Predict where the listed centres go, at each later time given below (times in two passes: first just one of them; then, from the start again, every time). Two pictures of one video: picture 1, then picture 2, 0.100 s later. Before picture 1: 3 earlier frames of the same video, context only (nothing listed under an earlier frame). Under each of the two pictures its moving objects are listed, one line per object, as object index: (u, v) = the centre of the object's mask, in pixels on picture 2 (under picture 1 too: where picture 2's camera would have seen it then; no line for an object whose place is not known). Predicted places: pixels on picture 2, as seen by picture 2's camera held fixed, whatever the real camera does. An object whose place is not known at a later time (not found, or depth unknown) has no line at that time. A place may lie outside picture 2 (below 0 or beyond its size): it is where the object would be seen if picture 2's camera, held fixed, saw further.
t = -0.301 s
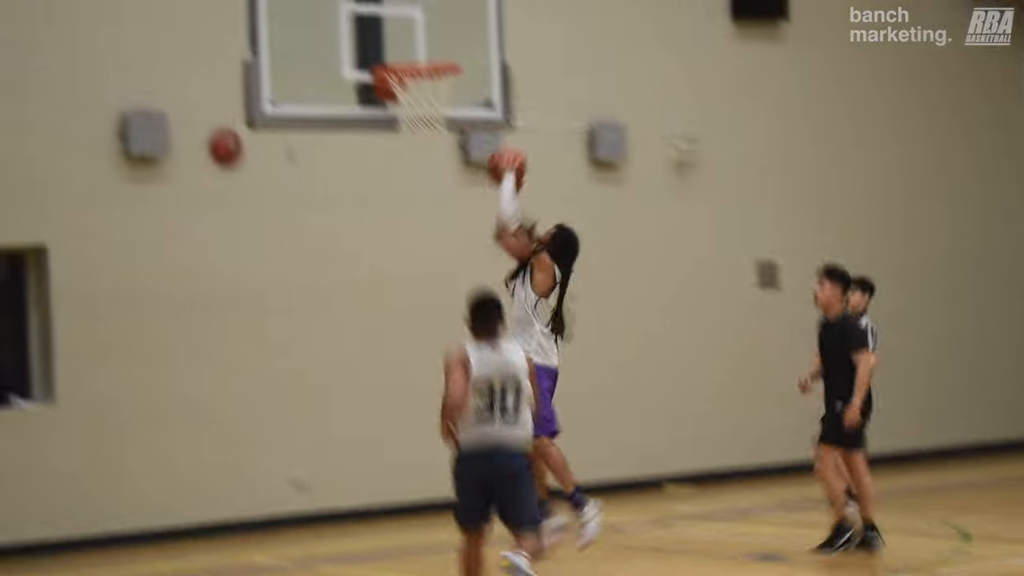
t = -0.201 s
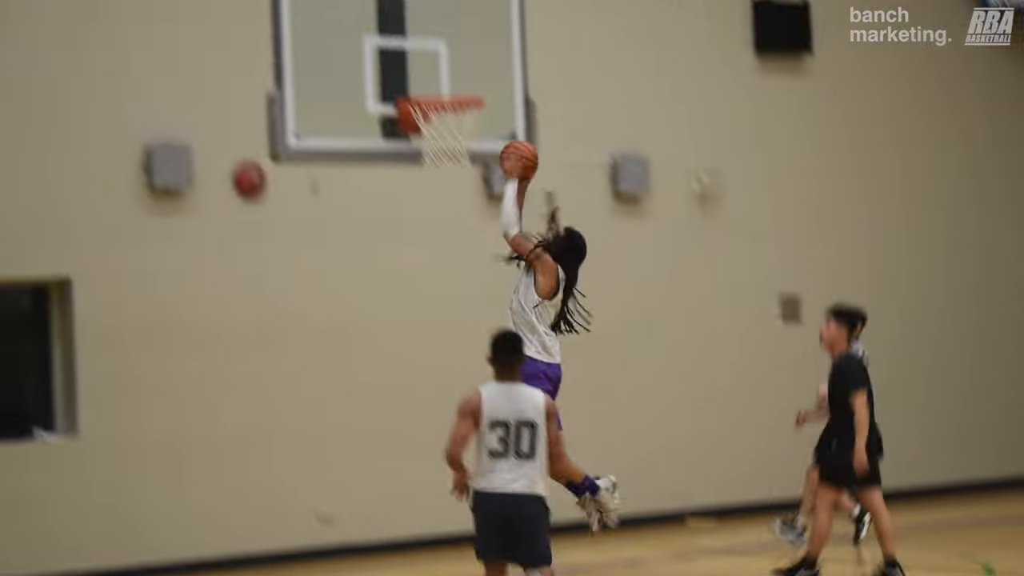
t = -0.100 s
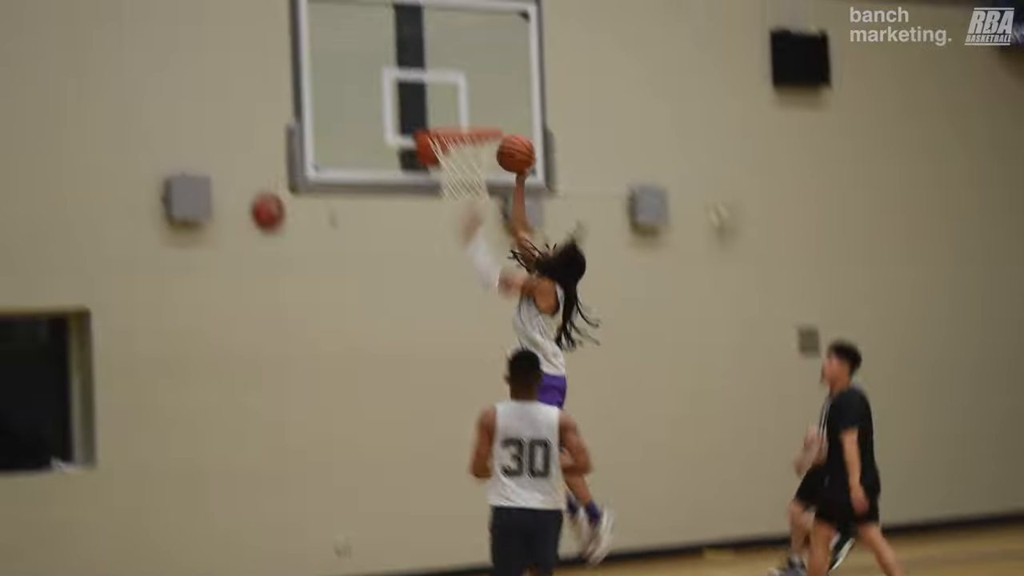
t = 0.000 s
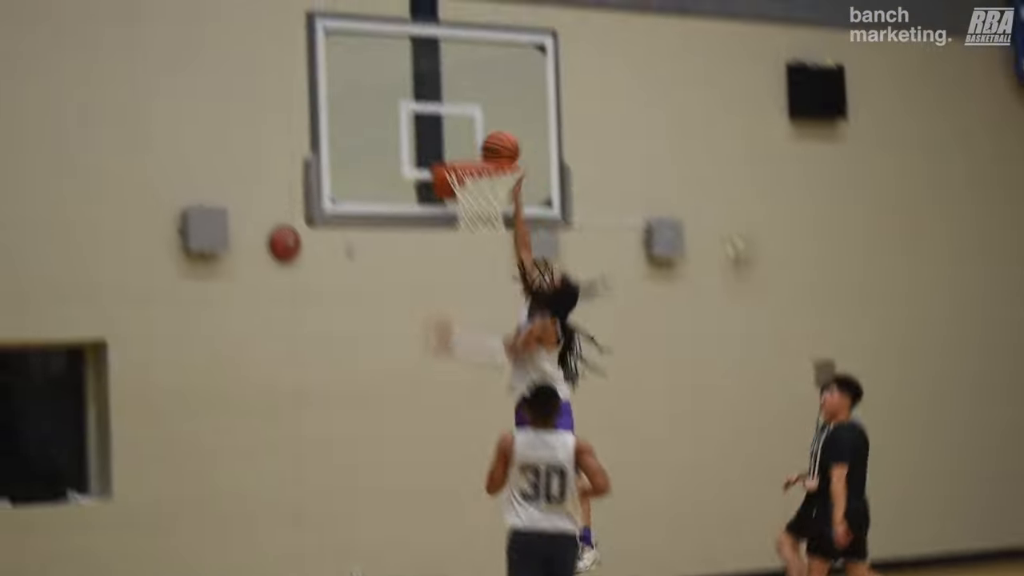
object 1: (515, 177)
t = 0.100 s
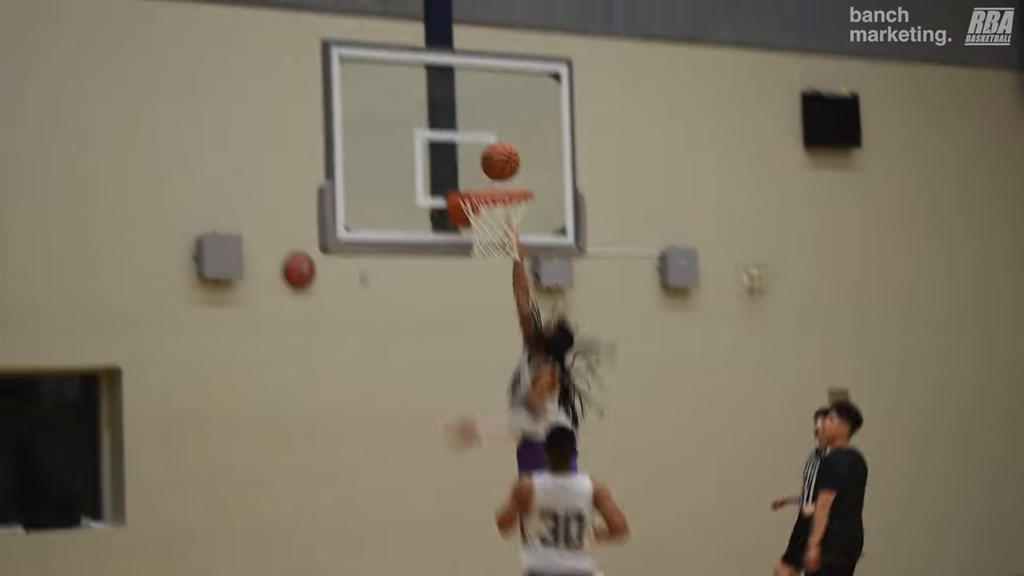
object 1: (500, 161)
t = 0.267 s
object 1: (496, 170)
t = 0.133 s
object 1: (500, 160)
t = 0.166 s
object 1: (499, 160)
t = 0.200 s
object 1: (498, 161)
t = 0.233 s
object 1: (497, 165)
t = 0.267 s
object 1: (496, 170)
